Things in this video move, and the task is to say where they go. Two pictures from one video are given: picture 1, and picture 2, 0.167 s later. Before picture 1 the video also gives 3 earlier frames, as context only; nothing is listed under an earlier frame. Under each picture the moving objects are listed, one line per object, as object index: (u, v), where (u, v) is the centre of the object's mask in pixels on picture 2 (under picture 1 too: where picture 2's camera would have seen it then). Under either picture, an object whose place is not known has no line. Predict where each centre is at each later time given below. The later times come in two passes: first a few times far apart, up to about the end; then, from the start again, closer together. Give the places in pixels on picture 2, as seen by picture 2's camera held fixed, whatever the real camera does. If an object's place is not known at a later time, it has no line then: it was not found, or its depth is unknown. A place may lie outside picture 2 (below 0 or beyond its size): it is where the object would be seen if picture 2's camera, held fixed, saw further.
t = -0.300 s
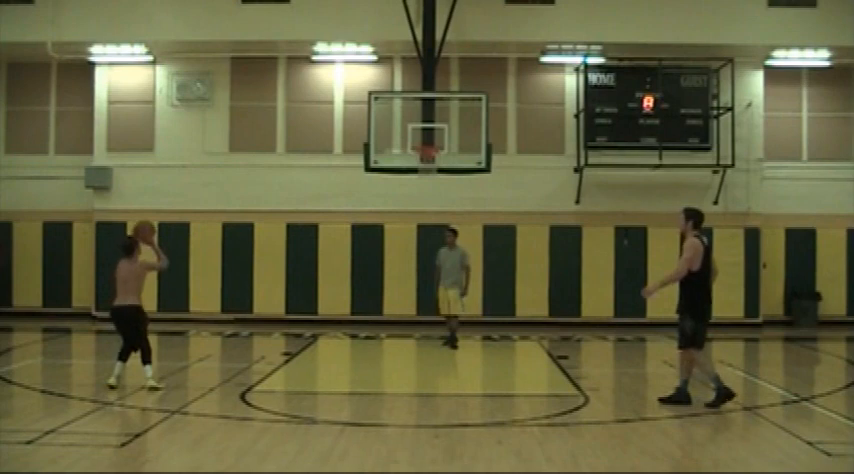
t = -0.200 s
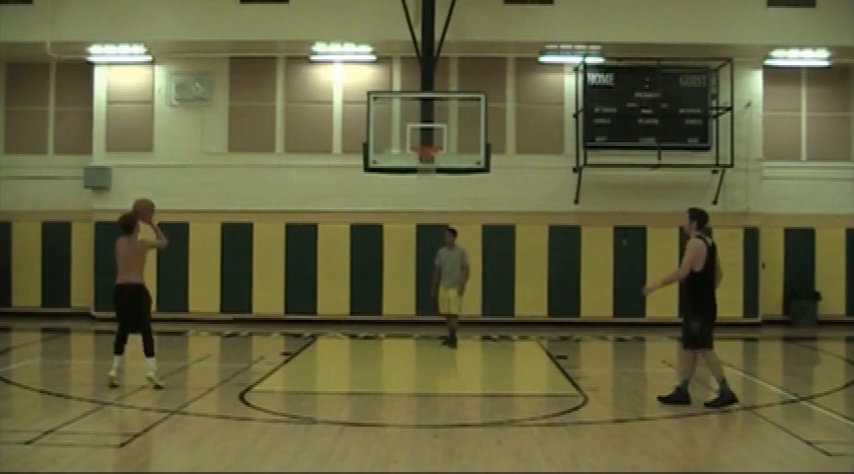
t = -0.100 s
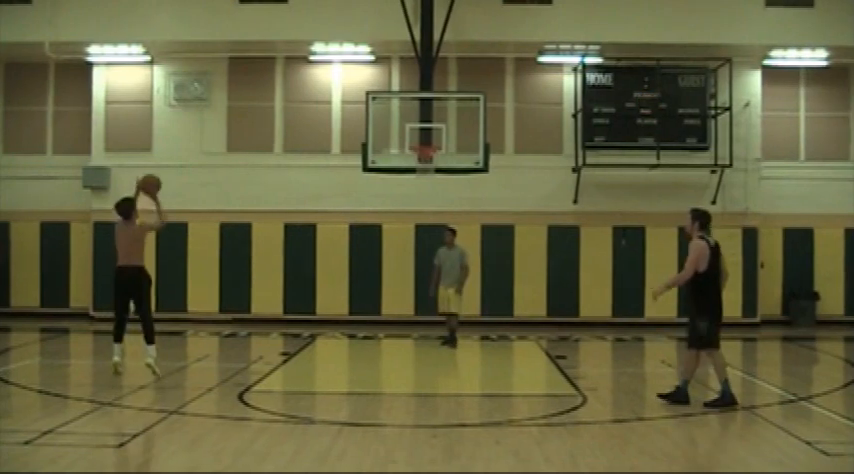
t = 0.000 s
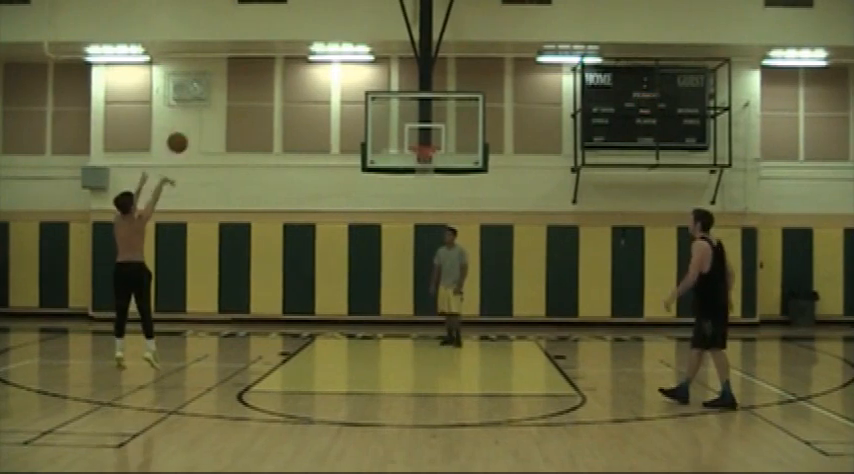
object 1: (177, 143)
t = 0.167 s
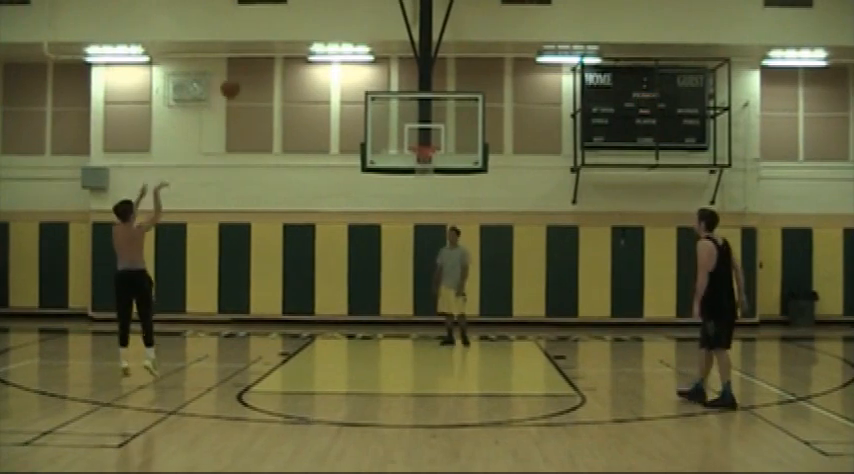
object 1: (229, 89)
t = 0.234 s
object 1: (250, 76)
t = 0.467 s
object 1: (312, 54)
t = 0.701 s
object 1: (366, 72)
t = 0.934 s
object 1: (411, 123)
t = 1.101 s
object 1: (433, 165)
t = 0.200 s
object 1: (240, 83)
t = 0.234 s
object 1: (250, 76)
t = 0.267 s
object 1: (259, 70)
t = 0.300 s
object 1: (268, 67)
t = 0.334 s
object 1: (278, 60)
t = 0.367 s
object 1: (287, 57)
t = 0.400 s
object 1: (296, 55)
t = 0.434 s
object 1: (304, 55)
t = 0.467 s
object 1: (312, 54)
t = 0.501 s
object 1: (320, 54)
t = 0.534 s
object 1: (328, 55)
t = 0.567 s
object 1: (336, 57)
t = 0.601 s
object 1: (343, 60)
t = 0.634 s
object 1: (352, 63)
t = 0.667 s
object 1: (359, 69)
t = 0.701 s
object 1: (366, 72)
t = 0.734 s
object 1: (373, 78)
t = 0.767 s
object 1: (380, 84)
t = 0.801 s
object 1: (387, 90)
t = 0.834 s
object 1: (393, 99)
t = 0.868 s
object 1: (399, 106)
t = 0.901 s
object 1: (406, 114)
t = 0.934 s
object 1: (411, 123)
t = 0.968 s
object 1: (415, 133)
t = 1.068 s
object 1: (434, 163)
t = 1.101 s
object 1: (433, 165)
